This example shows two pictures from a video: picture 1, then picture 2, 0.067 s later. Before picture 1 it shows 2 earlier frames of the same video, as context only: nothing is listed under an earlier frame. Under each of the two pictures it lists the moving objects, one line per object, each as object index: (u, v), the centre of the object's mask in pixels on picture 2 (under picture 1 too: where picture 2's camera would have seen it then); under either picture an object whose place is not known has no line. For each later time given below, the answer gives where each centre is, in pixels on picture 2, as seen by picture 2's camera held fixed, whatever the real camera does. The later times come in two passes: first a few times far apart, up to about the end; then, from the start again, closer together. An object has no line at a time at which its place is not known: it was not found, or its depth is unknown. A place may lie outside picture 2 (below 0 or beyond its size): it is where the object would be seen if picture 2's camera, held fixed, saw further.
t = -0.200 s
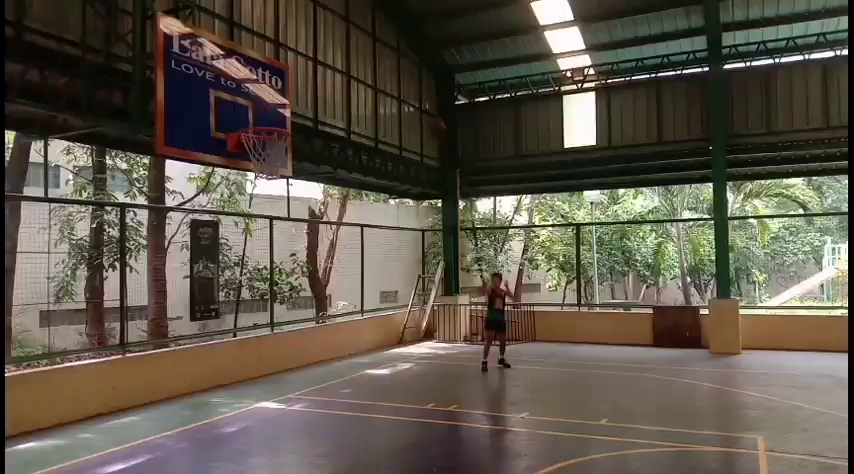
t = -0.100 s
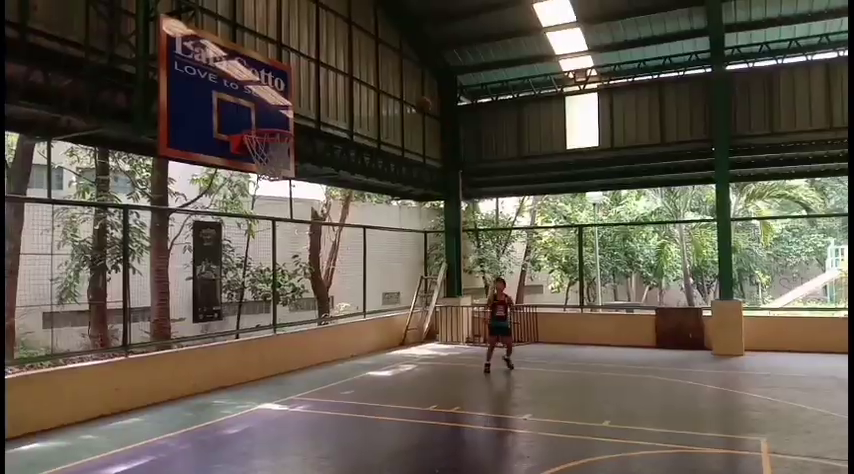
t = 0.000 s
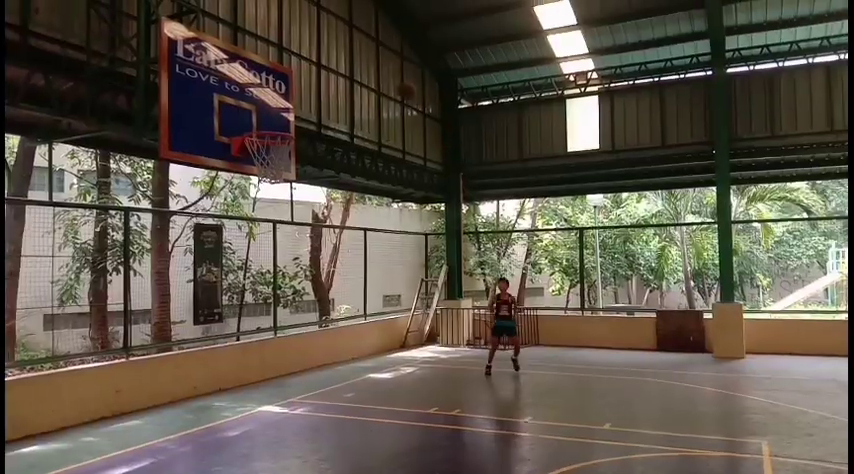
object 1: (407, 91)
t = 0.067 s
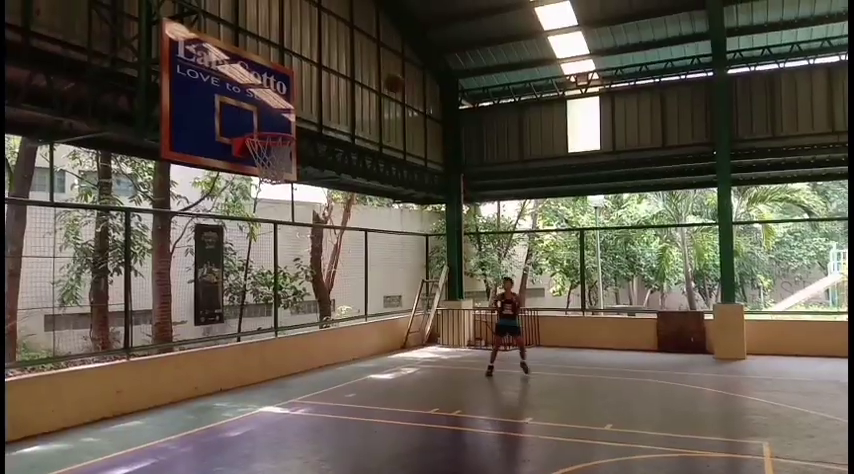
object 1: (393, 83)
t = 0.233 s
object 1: (359, 75)
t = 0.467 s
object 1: (298, 106)
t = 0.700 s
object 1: (257, 158)
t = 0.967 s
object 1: (282, 169)
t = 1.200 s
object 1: (275, 180)
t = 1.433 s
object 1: (262, 184)
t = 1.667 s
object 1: (258, 240)
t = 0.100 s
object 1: (387, 80)
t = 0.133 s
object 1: (381, 77)
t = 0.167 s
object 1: (373, 75)
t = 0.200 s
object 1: (366, 75)
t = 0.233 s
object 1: (359, 75)
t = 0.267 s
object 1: (351, 76)
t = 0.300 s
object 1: (343, 78)
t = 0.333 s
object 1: (334, 82)
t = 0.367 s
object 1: (325, 86)
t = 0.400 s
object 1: (316, 91)
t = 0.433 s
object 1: (308, 98)
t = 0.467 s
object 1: (298, 106)
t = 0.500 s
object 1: (289, 115)
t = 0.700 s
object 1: (257, 158)
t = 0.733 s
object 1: (263, 162)
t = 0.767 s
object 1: (266, 166)
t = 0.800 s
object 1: (270, 166)
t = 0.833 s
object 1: (273, 167)
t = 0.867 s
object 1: (274, 167)
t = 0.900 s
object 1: (276, 168)
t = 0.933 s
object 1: (279, 170)
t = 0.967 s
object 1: (282, 169)
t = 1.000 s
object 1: (284, 169)
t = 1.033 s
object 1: (283, 169)
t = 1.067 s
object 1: (282, 170)
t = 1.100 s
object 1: (279, 175)
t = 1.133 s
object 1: (279, 178)
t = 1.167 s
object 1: (276, 177)
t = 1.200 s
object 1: (275, 180)
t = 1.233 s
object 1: (273, 180)
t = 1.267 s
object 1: (269, 181)
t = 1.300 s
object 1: (266, 180)
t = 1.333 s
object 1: (263, 179)
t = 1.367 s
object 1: (263, 180)
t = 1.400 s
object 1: (262, 182)
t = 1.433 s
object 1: (262, 184)
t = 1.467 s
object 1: (261, 189)
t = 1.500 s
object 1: (261, 195)
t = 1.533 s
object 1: (260, 201)
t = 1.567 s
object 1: (260, 209)
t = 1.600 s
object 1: (259, 218)
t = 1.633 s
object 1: (258, 228)
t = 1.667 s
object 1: (258, 240)
